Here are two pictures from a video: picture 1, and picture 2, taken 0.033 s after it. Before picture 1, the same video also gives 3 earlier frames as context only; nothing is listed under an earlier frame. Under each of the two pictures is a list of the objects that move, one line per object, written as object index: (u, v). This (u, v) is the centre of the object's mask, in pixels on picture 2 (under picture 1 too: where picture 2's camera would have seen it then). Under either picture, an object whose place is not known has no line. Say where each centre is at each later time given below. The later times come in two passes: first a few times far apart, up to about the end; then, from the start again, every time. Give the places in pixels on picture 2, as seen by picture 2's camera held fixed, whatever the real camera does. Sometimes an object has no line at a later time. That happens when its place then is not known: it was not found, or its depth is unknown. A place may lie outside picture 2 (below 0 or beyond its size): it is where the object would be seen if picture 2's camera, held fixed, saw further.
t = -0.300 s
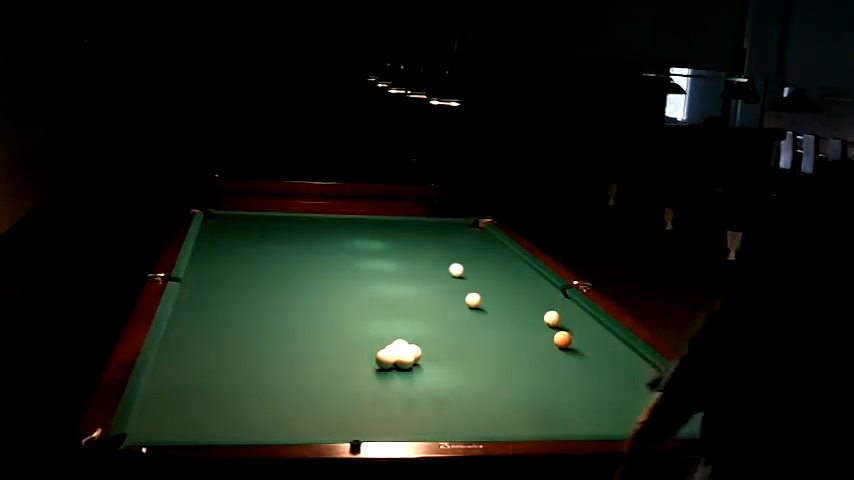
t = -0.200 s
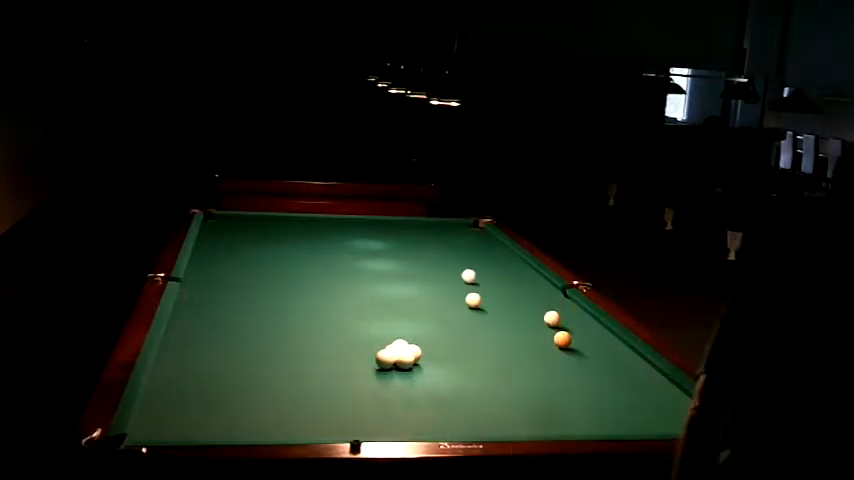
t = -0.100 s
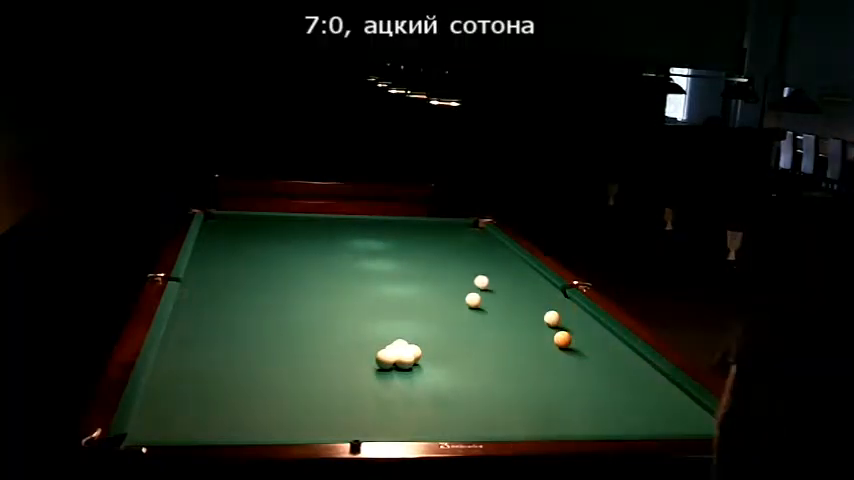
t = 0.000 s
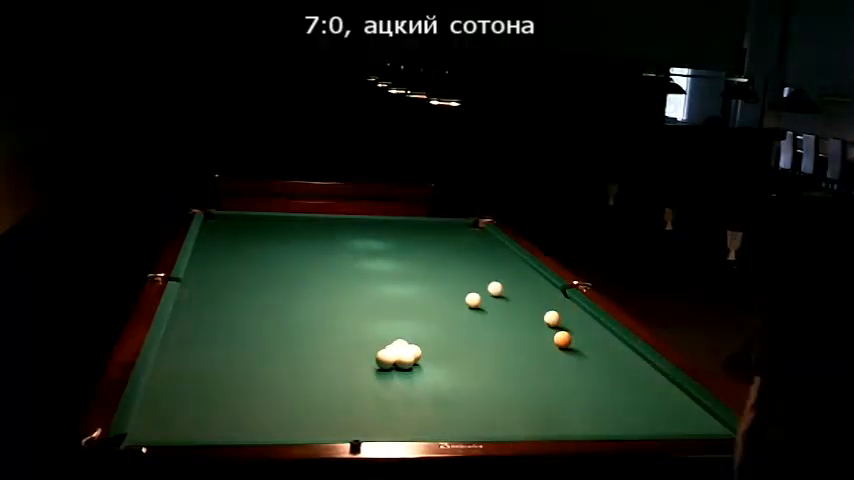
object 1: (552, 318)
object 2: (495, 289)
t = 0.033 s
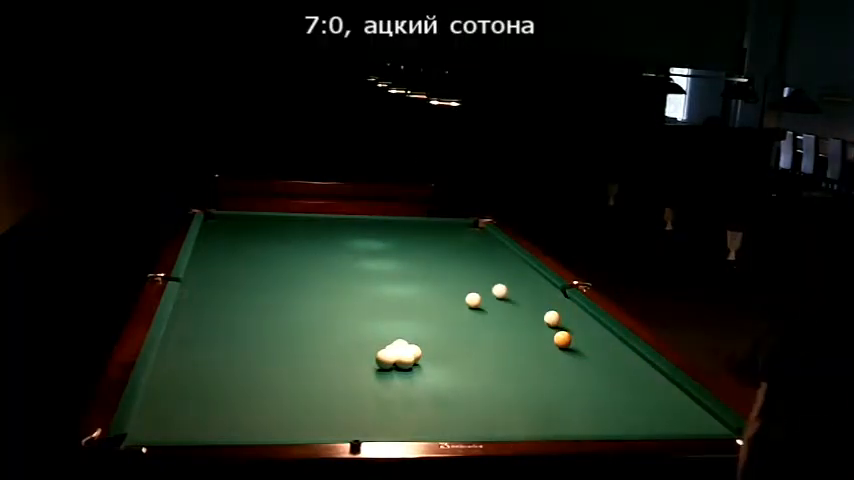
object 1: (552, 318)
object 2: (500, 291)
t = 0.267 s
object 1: (552, 318)
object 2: (533, 308)
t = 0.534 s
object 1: (570, 329)
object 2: (559, 316)
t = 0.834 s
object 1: (594, 347)
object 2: (582, 323)
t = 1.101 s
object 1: (618, 364)
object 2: (600, 327)
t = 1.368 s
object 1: (642, 382)
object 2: (599, 331)
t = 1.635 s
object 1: (669, 400)
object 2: (596, 336)
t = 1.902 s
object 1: (698, 420)
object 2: (593, 340)
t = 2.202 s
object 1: (703, 420)
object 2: (590, 344)
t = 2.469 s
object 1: (695, 410)
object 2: (587, 347)
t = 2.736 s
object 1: (684, 399)
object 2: (584, 350)
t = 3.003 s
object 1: (675, 389)
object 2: (581, 352)
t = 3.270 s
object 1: (665, 381)
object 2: (578, 355)
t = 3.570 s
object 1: (654, 373)
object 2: (576, 356)
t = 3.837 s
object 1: (645, 367)
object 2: (575, 358)
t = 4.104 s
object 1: (638, 362)
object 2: (574, 358)
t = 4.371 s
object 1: (631, 357)
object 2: (573, 359)
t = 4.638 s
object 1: (625, 352)
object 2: (573, 359)
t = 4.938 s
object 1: (619, 348)
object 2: (573, 359)
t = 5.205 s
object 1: (614, 345)
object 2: (573, 359)
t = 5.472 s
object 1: (609, 342)
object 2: (574, 359)
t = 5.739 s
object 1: (605, 340)
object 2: (574, 359)
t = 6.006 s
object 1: (603, 338)
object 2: (574, 359)
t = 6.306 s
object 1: (600, 336)
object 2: (574, 359)
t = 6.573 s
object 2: (573, 359)
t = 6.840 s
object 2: (574, 359)
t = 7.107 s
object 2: (573, 359)
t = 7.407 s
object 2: (574, 359)
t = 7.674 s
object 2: (574, 359)
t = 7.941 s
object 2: (574, 359)
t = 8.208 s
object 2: (574, 359)
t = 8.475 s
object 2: (574, 359)
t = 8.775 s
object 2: (574, 359)
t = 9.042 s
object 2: (574, 359)
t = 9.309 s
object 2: (574, 359)
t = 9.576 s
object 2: (574, 359)
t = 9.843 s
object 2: (574, 359)
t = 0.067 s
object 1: (552, 318)
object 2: (504, 293)
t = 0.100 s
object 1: (552, 318)
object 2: (509, 296)
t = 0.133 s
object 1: (552, 318)
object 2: (514, 298)
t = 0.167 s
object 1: (552, 318)
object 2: (519, 300)
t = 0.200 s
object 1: (552, 318)
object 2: (524, 303)
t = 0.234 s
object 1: (552, 318)
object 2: (528, 305)
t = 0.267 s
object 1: (552, 318)
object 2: (533, 308)
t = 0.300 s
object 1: (552, 318)
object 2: (538, 310)
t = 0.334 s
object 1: (552, 318)
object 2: (542, 311)
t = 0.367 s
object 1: (554, 319)
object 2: (545, 312)
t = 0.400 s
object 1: (557, 321)
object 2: (548, 312)
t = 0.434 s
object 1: (560, 323)
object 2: (551, 314)
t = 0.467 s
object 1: (564, 325)
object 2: (553, 315)
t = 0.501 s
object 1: (567, 327)
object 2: (557, 315)
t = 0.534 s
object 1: (570, 329)
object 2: (559, 316)
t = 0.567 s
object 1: (573, 331)
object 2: (562, 317)
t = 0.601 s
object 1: (576, 333)
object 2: (565, 318)
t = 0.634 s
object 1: (578, 336)
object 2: (567, 319)
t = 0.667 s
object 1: (580, 338)
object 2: (569, 319)
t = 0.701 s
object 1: (583, 339)
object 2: (573, 320)
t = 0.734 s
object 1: (586, 341)
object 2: (575, 320)
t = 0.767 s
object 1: (588, 343)
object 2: (577, 321)
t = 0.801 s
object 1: (591, 345)
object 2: (580, 322)
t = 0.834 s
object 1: (594, 347)
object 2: (582, 323)
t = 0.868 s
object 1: (597, 349)
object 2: (585, 323)
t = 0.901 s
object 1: (599, 351)
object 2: (587, 324)
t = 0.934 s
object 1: (602, 353)
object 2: (590, 324)
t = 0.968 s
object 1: (605, 356)
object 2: (593, 325)
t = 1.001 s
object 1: (608, 358)
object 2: (595, 326)
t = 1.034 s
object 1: (611, 360)
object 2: (597, 326)
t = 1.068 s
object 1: (614, 362)
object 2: (600, 327)
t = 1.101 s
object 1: (618, 364)
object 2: (600, 327)
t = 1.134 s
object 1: (621, 367)
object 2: (601, 328)
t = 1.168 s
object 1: (624, 369)
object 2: (600, 328)
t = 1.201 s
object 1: (627, 371)
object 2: (600, 329)
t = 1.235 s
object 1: (630, 373)
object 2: (600, 329)
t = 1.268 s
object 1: (632, 375)
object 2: (599, 330)
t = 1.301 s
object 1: (636, 377)
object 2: (599, 330)
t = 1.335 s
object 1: (639, 379)
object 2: (599, 331)
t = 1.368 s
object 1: (642, 382)
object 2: (599, 331)
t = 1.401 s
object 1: (645, 384)
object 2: (598, 332)
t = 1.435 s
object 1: (648, 386)
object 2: (598, 333)
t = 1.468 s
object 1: (652, 388)
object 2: (598, 333)
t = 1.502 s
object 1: (655, 391)
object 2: (598, 334)
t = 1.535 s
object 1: (659, 393)
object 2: (597, 335)
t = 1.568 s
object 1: (663, 396)
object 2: (597, 335)
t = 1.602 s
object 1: (666, 398)
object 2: (596, 335)
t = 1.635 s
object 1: (669, 400)
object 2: (596, 336)
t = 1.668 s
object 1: (673, 403)
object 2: (596, 336)
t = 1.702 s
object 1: (676, 405)
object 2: (595, 337)
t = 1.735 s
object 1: (680, 408)
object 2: (595, 337)
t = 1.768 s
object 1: (684, 411)
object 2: (594, 338)
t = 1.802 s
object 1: (688, 413)
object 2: (594, 338)
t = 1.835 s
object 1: (691, 416)
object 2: (594, 339)
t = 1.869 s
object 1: (694, 418)
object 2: (594, 339)
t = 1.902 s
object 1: (698, 420)
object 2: (593, 340)
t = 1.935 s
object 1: (702, 423)
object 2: (593, 340)
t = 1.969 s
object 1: (706, 425)
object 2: (592, 341)
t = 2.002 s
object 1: (710, 427)
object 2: (592, 341)
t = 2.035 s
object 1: (709, 426)
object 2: (592, 342)
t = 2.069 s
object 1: (707, 425)
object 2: (592, 342)
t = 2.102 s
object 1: (706, 423)
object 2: (591, 343)
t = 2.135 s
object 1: (704, 422)
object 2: (591, 343)
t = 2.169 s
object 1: (703, 421)
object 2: (590, 344)
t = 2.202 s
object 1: (703, 420)
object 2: (590, 344)
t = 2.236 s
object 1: (703, 420)
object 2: (590, 345)
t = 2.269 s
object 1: (703, 419)
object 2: (589, 345)
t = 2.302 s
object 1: (700, 417)
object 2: (589, 345)
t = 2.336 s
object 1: (702, 418)
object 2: (589, 346)
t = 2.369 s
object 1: (699, 415)
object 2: (588, 346)
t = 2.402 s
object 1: (698, 413)
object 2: (588, 347)
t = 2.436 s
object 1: (696, 411)
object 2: (587, 347)
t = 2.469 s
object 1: (695, 410)
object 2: (587, 347)
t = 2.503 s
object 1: (693, 408)
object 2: (587, 348)
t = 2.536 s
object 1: (692, 407)
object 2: (586, 348)
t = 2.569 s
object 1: (692, 408)
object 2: (586, 348)
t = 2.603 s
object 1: (691, 406)
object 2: (585, 349)
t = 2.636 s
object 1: (690, 405)
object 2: (585, 349)
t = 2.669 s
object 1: (688, 404)
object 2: (585, 349)
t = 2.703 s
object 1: (687, 402)
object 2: (584, 350)
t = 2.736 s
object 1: (684, 399)
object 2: (584, 350)
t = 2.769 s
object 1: (683, 398)
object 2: (583, 350)
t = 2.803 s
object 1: (681, 396)
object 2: (583, 351)
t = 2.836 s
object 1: (680, 395)
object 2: (583, 351)
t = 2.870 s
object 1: (679, 394)
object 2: (582, 351)
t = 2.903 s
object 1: (678, 393)
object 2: (582, 352)
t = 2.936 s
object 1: (677, 391)
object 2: (582, 351)
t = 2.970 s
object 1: (676, 390)
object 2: (581, 352)
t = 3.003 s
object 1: (675, 389)
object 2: (581, 352)
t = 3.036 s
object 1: (674, 388)
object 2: (580, 353)
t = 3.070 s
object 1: (673, 387)
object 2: (580, 353)
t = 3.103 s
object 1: (672, 386)
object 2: (580, 353)
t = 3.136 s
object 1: (671, 385)
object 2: (579, 353)
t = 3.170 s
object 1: (669, 384)
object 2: (579, 353)
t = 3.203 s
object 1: (668, 383)
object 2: (579, 354)
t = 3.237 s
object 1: (667, 382)
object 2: (579, 354)
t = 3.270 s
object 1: (665, 381)
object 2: (578, 355)
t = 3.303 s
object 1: (664, 380)
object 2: (578, 355)
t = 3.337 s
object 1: (663, 379)
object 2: (578, 355)
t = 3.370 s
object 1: (661, 378)
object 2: (577, 355)
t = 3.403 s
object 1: (660, 377)
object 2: (578, 355)
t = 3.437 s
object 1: (659, 377)
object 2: (577, 356)
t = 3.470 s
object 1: (658, 376)
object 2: (577, 356)
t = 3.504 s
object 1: (656, 375)
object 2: (576, 356)
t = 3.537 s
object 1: (655, 374)
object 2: (576, 356)
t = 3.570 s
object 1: (654, 373)
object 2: (576, 356)
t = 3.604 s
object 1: (652, 372)
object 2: (576, 357)
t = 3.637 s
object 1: (651, 372)
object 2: (576, 357)
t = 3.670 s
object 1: (650, 371)
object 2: (576, 357)
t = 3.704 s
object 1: (649, 370)
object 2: (575, 357)
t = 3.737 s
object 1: (648, 370)
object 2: (575, 357)
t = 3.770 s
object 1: (647, 369)
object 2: (575, 358)
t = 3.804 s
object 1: (646, 368)
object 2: (575, 358)
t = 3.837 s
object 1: (645, 367)
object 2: (575, 358)
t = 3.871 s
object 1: (644, 366)
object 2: (575, 358)
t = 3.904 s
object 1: (643, 366)
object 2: (575, 358)
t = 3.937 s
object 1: (642, 365)
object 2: (575, 358)
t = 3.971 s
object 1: (641, 364)
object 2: (574, 358)
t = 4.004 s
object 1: (640, 364)
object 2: (574, 358)
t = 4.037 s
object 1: (640, 363)
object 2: (574, 358)
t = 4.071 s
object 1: (638, 362)
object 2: (574, 358)
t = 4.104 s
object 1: (638, 362)
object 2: (574, 358)
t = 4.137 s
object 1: (637, 361)
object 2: (573, 359)
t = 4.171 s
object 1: (636, 360)
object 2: (573, 359)
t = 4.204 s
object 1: (635, 360)
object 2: (573, 359)
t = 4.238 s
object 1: (634, 359)
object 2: (573, 359)
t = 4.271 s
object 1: (634, 359)
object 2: (573, 359)
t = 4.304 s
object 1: (633, 358)
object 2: (573, 359)
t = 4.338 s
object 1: (632, 357)
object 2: (573, 359)
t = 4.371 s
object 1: (631, 357)
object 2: (573, 359)
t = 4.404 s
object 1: (630, 356)
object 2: (573, 359)
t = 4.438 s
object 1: (629, 355)
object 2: (573, 359)
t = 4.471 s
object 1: (628, 355)
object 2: (573, 359)
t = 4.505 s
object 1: (628, 354)
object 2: (573, 359)
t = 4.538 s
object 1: (627, 354)
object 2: (573, 359)
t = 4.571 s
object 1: (626, 353)
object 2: (573, 359)
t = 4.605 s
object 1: (626, 353)
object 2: (573, 359)
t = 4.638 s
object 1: (625, 352)
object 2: (573, 359)
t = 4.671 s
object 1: (624, 352)
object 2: (573, 359)
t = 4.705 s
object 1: (623, 351)
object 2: (573, 359)
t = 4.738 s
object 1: (623, 351)
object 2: (573, 359)
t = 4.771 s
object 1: (622, 350)
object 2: (573, 359)
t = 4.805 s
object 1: (622, 350)
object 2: (573, 359)
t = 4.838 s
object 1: (621, 349)
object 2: (573, 359)
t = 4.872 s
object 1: (620, 349)
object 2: (573, 359)
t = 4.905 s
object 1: (619, 348)
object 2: (573, 359)
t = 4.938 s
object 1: (619, 348)
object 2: (573, 359)
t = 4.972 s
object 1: (618, 348)
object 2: (573, 359)
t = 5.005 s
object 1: (618, 347)
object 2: (573, 359)
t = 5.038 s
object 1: (617, 347)
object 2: (573, 359)
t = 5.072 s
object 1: (616, 346)
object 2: (574, 359)
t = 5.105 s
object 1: (615, 346)
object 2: (573, 359)
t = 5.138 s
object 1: (615, 345)
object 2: (574, 359)
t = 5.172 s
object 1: (615, 345)
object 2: (574, 359)
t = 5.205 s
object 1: (614, 345)
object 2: (573, 359)
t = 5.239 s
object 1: (613, 344)
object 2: (573, 359)
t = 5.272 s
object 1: (613, 344)
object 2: (574, 359)
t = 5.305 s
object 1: (612, 344)
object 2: (574, 359)
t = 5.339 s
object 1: (611, 343)
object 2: (574, 359)
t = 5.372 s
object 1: (611, 343)
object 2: (573, 359)
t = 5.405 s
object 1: (610, 343)
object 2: (574, 359)
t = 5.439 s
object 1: (609, 342)
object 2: (574, 359)
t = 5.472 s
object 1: (609, 342)
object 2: (574, 359)
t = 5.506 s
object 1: (609, 342)
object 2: (574, 359)
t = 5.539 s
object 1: (608, 341)
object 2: (574, 359)
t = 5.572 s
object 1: (608, 341)
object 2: (574, 359)
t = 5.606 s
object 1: (608, 341)
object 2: (574, 359)
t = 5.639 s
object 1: (607, 341)
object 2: (574, 359)
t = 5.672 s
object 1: (606, 340)
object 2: (574, 359)
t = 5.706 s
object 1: (606, 340)
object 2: (574, 359)
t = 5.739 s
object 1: (605, 340)
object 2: (574, 359)
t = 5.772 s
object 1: (605, 340)
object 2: (574, 359)
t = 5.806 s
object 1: (604, 339)
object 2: (574, 359)
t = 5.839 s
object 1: (604, 339)
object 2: (574, 359)
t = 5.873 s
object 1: (604, 339)
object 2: (574, 359)
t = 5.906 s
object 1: (604, 339)
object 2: (574, 359)
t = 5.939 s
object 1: (603, 338)
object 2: (574, 359)
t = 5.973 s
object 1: (602, 338)
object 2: (574, 359)
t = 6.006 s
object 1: (603, 338)
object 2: (574, 359)
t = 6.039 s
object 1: (602, 337)
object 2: (574, 359)
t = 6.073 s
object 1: (602, 337)
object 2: (573, 359)
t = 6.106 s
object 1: (602, 337)
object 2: (574, 359)
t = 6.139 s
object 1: (601, 337)
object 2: (574, 359)
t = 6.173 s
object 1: (601, 337)
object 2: (573, 359)
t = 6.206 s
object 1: (601, 337)
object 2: (574, 359)
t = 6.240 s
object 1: (600, 337)
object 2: (574, 359)
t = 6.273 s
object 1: (600, 336)
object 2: (574, 359)
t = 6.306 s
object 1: (600, 336)
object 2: (574, 359)
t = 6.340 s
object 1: (600, 336)
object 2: (574, 359)
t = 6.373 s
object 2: (574, 359)
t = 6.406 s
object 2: (574, 359)
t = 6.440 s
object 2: (574, 359)
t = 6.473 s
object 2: (574, 359)
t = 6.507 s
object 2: (573, 358)
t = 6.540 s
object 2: (573, 359)
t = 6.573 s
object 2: (573, 359)
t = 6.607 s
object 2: (573, 359)
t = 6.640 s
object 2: (574, 359)
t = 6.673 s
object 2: (574, 359)
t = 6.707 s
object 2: (573, 359)
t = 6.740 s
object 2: (574, 359)
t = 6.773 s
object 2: (574, 359)
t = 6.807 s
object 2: (574, 359)
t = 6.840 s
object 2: (574, 359)
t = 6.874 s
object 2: (573, 359)
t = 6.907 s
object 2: (574, 359)
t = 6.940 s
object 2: (573, 359)
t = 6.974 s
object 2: (574, 359)
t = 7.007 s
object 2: (574, 359)
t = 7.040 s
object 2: (573, 359)
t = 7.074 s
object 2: (574, 358)
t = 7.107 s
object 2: (573, 359)
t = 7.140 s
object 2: (574, 359)
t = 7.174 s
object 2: (573, 359)
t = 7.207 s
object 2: (573, 359)
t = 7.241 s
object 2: (573, 359)
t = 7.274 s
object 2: (573, 359)
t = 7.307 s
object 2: (573, 359)
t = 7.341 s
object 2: (574, 359)
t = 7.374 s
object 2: (574, 359)
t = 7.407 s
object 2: (574, 359)
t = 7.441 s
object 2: (574, 359)
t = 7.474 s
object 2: (573, 359)
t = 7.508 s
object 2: (574, 359)
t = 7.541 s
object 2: (573, 359)
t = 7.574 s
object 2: (574, 359)
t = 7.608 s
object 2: (574, 359)
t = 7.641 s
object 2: (574, 359)
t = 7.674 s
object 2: (574, 359)
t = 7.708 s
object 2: (574, 359)
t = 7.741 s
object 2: (574, 359)
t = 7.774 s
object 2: (574, 359)
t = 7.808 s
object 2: (574, 359)
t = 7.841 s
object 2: (574, 359)
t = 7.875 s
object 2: (574, 359)
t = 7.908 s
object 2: (574, 359)
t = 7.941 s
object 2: (574, 359)
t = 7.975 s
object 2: (574, 359)
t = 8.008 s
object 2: (574, 359)
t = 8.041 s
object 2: (574, 359)
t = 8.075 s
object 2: (574, 359)
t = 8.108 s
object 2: (574, 359)
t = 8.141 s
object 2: (574, 359)
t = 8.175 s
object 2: (574, 359)
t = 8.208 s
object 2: (574, 359)
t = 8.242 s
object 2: (574, 359)
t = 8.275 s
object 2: (574, 359)
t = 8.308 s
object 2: (574, 359)
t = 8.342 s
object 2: (574, 359)
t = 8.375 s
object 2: (574, 359)
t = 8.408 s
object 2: (574, 359)
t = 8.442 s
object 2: (574, 359)
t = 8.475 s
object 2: (574, 359)
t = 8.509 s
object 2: (574, 359)
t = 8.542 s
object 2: (574, 359)
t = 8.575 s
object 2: (574, 359)
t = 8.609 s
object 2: (574, 359)
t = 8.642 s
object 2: (574, 359)
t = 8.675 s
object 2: (574, 359)
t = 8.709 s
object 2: (574, 359)
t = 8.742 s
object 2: (574, 359)
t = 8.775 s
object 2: (574, 359)
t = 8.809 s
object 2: (574, 359)
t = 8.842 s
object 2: (574, 359)
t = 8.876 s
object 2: (574, 359)
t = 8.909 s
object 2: (574, 359)
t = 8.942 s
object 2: (574, 359)
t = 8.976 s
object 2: (574, 359)
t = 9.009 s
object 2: (574, 359)
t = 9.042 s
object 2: (574, 359)
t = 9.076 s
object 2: (574, 359)
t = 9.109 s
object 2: (574, 359)
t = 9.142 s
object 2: (574, 359)
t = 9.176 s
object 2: (574, 359)
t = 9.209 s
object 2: (574, 359)
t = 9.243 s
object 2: (574, 359)
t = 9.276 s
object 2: (574, 359)
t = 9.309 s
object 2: (574, 359)
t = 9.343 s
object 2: (574, 359)
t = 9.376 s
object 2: (574, 359)
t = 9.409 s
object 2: (574, 359)
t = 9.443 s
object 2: (574, 359)
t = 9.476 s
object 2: (574, 359)
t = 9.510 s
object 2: (574, 359)
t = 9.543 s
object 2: (574, 359)
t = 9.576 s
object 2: (574, 359)
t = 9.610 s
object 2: (574, 359)
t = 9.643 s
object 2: (574, 359)
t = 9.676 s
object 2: (574, 359)
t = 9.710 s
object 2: (574, 359)
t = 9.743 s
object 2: (574, 359)
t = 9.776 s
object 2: (574, 359)
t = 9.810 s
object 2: (574, 359)
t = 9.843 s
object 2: (574, 359)
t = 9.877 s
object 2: (574, 359)
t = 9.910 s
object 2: (574, 359)
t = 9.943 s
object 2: (574, 359)
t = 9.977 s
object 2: (574, 359)
